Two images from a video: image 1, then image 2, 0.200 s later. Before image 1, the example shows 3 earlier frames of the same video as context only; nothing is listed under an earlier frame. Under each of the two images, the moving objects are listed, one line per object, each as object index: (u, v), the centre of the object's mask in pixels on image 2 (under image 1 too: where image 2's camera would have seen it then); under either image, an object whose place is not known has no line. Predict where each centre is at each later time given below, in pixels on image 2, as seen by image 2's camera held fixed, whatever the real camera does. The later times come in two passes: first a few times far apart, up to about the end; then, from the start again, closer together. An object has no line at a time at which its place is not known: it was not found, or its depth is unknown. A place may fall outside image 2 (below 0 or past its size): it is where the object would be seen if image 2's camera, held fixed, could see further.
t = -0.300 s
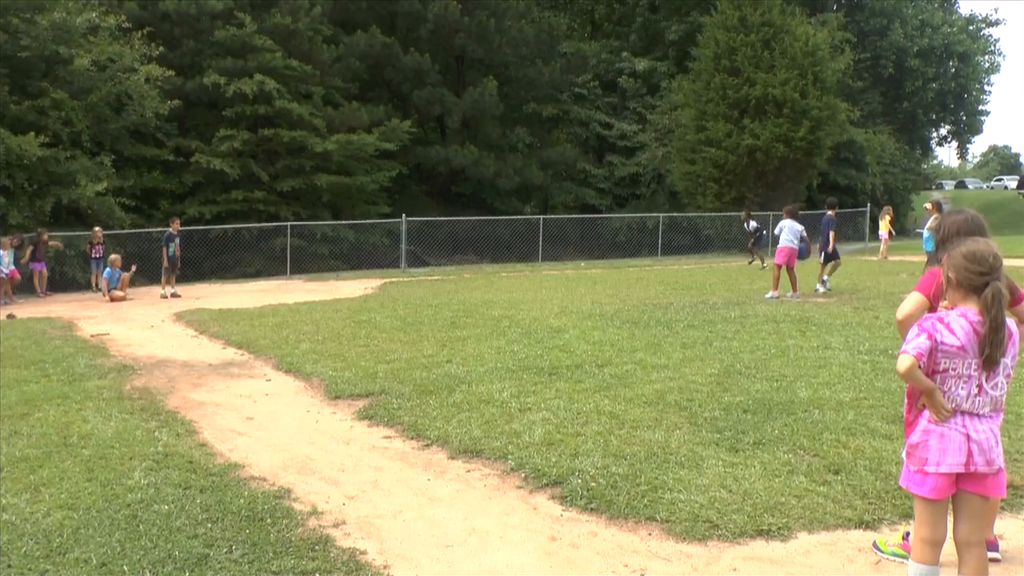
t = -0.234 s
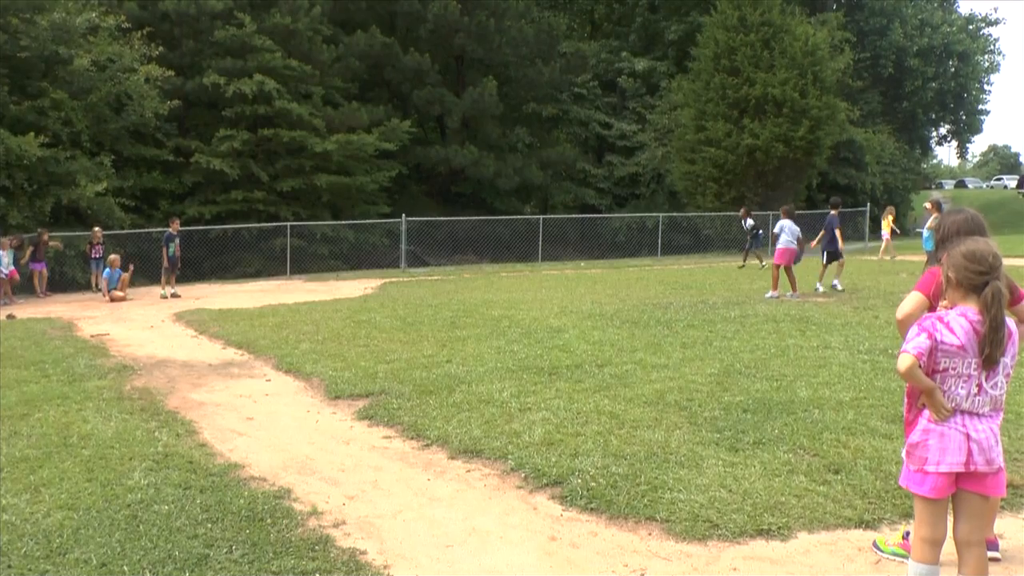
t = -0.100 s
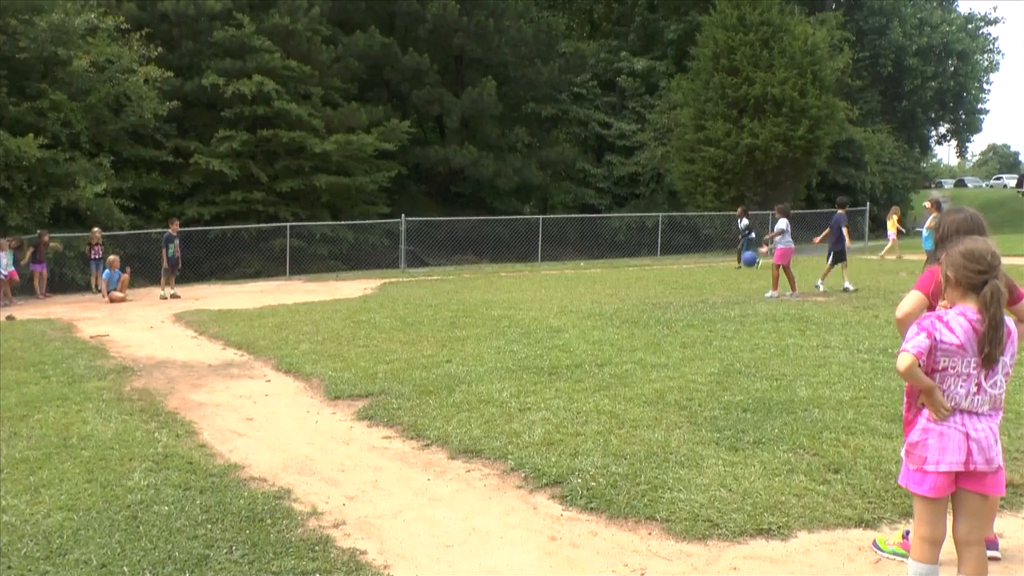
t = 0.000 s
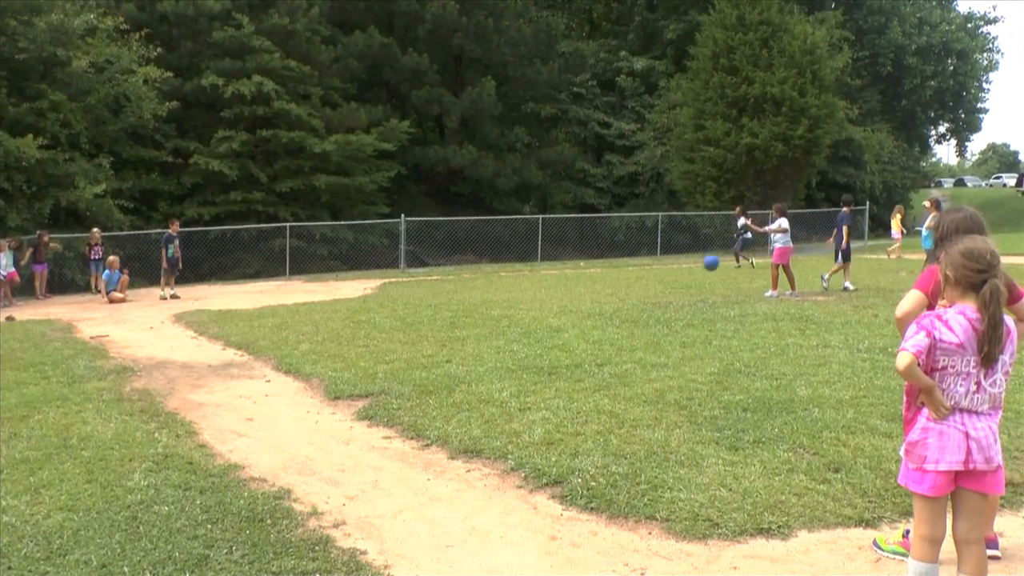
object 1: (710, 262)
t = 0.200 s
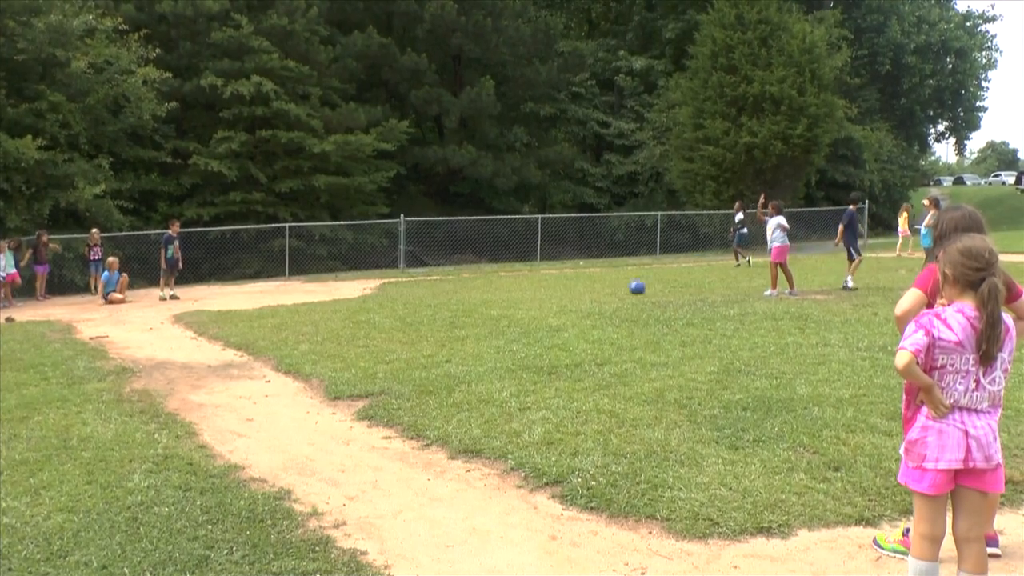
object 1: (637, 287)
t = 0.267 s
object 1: (621, 276)
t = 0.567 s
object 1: (546, 262)
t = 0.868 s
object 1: (477, 277)
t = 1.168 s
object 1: (416, 275)
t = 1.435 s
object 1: (366, 272)
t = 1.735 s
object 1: (315, 283)
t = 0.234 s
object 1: (628, 282)
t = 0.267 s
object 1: (621, 276)
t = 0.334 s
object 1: (603, 268)
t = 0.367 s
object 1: (595, 265)
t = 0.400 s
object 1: (586, 262)
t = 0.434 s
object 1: (578, 261)
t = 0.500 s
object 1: (562, 260)
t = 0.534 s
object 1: (555, 261)
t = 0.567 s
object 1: (546, 262)
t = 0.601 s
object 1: (538, 264)
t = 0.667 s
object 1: (521, 271)
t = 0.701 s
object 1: (515, 275)
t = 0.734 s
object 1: (507, 280)
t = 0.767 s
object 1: (499, 285)
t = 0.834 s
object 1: (484, 281)
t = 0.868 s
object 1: (477, 277)
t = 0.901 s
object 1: (470, 274)
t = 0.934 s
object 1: (463, 272)
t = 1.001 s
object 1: (450, 269)
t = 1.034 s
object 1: (443, 269)
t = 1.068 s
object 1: (436, 269)
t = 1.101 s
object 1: (429, 271)
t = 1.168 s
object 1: (416, 275)
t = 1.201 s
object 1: (409, 278)
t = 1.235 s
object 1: (402, 281)
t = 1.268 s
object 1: (396, 286)
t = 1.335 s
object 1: (384, 281)
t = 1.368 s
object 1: (378, 278)
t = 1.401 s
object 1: (372, 275)
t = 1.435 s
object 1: (366, 272)
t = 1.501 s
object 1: (354, 270)
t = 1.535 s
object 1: (348, 270)
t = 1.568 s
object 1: (343, 271)
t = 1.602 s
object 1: (338, 272)
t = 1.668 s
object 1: (327, 276)
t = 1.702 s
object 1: (321, 279)
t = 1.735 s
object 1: (315, 283)
